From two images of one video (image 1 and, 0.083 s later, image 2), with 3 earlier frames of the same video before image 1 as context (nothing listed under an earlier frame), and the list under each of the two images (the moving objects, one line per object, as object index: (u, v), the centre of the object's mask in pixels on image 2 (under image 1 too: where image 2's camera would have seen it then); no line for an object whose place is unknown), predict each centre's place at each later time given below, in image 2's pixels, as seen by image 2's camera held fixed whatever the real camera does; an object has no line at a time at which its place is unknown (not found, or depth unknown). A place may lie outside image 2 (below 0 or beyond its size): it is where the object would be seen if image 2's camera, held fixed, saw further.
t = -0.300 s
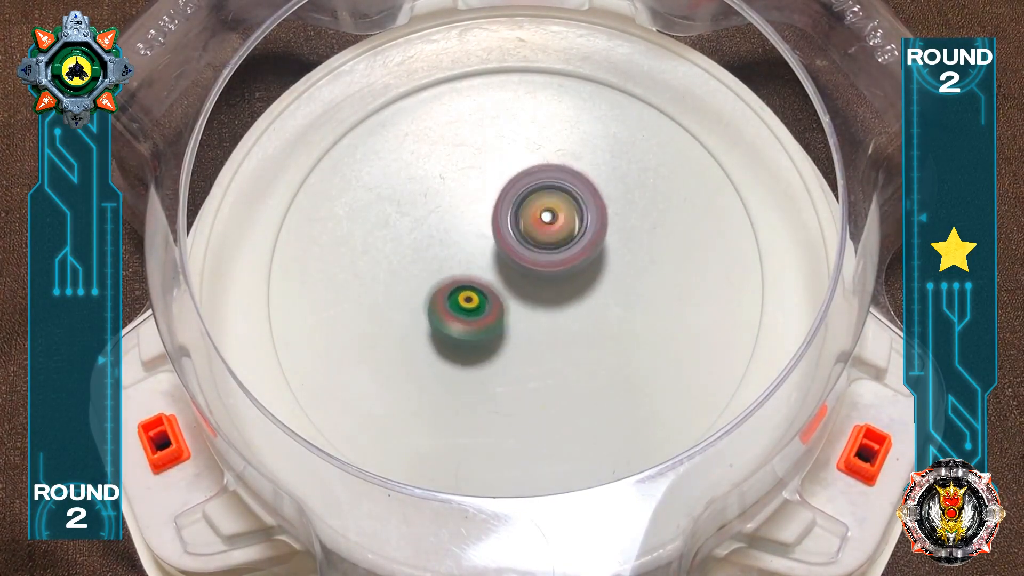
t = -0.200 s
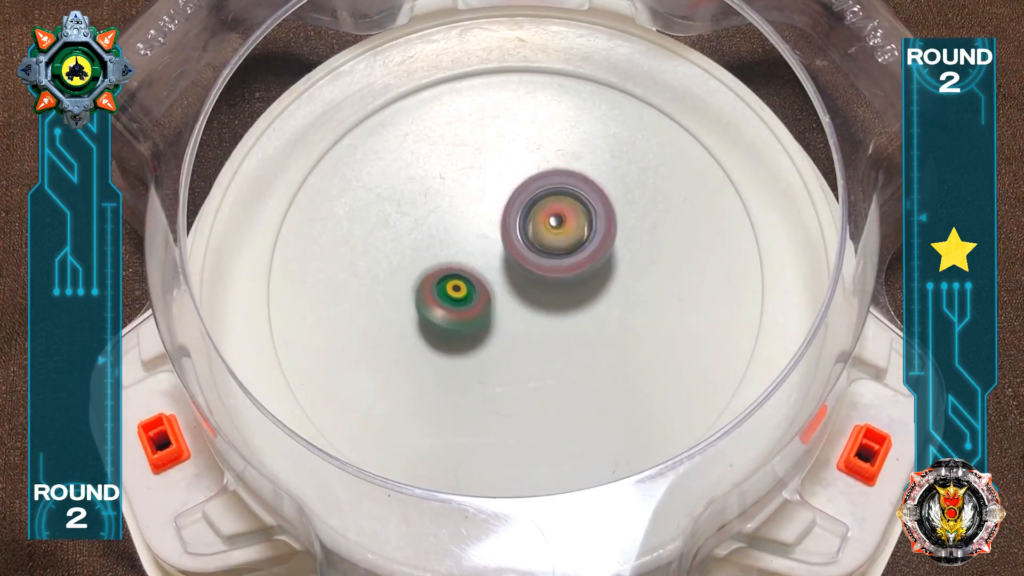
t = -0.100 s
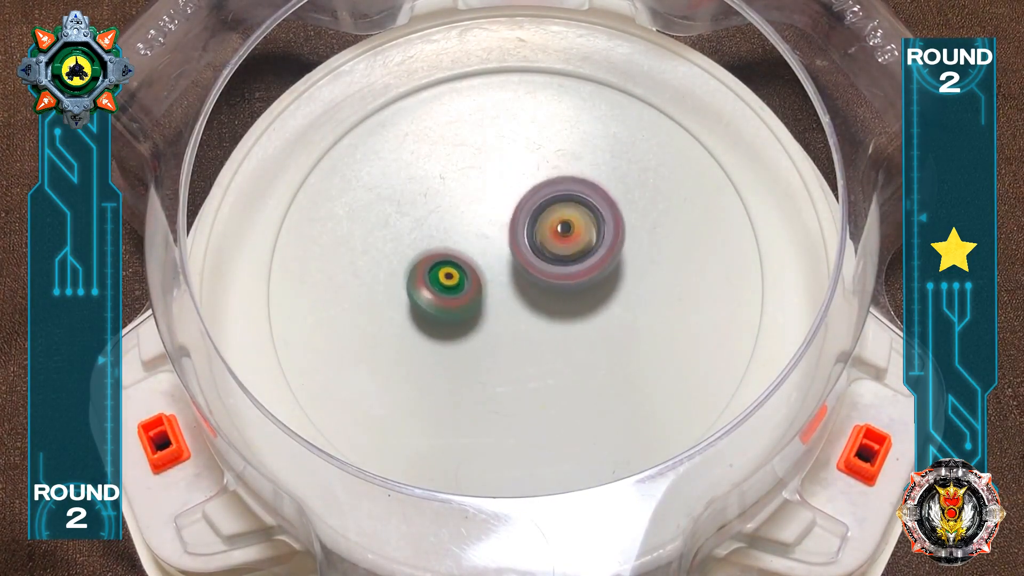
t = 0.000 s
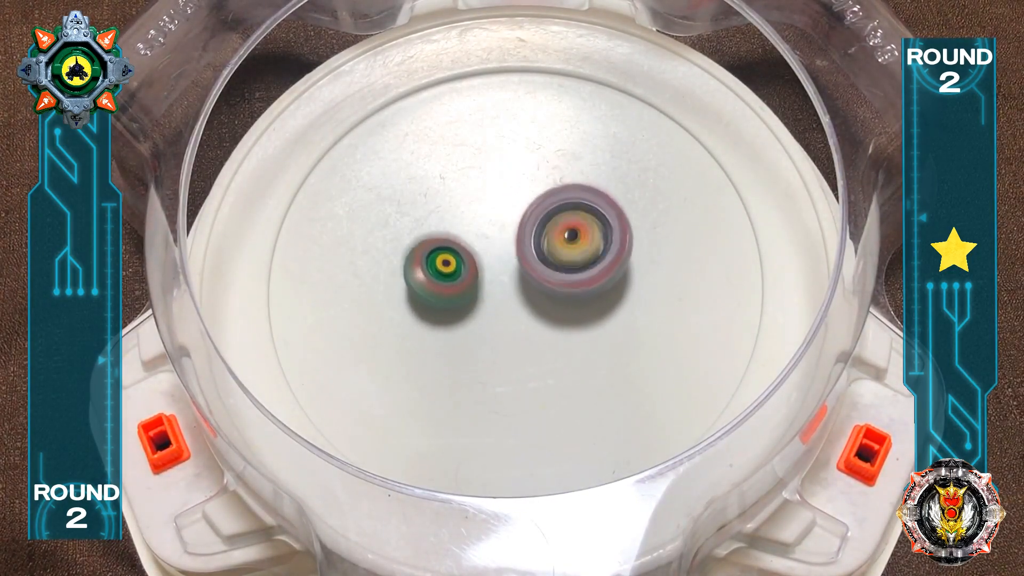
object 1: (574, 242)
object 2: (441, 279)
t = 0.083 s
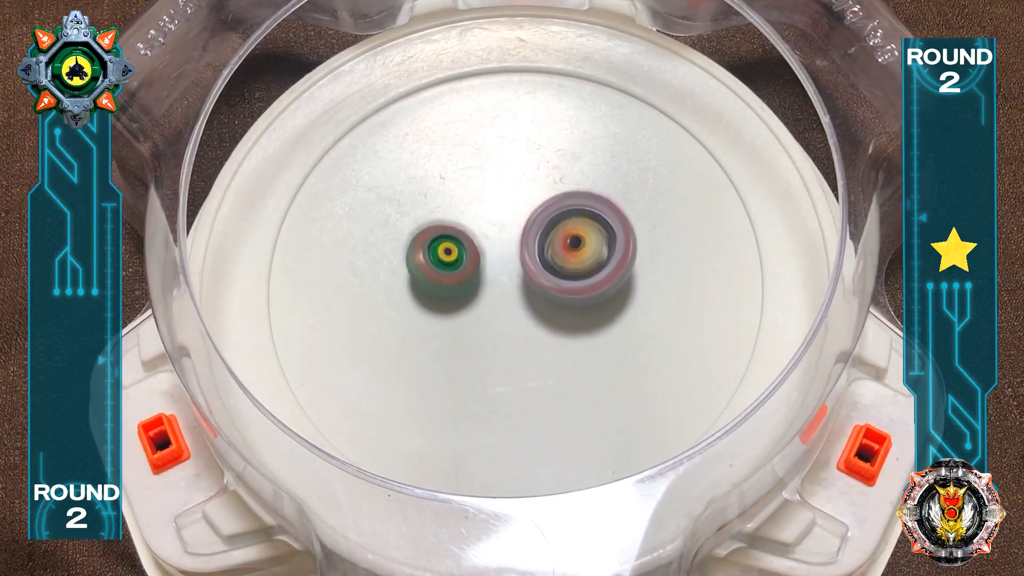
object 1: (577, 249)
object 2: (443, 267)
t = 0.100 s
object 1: (578, 251)
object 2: (444, 265)
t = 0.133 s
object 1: (580, 253)
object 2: (446, 260)
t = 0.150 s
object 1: (580, 255)
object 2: (448, 258)
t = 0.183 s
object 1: (581, 258)
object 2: (451, 254)
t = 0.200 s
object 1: (582, 259)
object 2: (453, 253)
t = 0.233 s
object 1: (582, 262)
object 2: (457, 249)
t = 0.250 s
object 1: (583, 263)
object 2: (460, 248)
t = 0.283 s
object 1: (582, 266)
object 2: (465, 245)
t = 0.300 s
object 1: (583, 268)
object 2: (468, 244)
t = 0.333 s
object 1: (583, 270)
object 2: (473, 241)
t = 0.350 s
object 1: (582, 272)
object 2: (476, 241)
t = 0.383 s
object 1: (582, 275)
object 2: (483, 239)
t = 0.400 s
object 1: (581, 276)
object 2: (485, 239)
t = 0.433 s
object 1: (580, 279)
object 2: (492, 237)
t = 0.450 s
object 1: (579, 280)
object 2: (495, 236)
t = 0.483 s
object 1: (578, 284)
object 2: (501, 235)
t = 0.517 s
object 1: (576, 286)
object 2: (506, 234)
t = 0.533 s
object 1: (574, 287)
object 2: (509, 233)
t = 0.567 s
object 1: (572, 290)
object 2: (515, 232)
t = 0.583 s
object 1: (572, 292)
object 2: (517, 230)
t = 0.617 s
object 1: (571, 299)
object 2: (521, 224)
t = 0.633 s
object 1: (571, 301)
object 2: (523, 223)
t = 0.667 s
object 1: (570, 305)
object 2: (529, 222)
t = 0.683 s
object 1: (570, 307)
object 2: (531, 222)
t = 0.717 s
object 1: (568, 310)
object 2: (537, 223)
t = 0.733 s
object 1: (567, 312)
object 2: (540, 224)
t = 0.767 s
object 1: (566, 314)
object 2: (545, 225)
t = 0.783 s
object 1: (564, 315)
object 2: (548, 226)
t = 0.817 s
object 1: (563, 318)
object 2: (553, 229)
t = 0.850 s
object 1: (560, 321)
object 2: (558, 231)
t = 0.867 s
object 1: (559, 322)
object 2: (560, 233)
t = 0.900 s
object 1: (555, 323)
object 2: (564, 236)
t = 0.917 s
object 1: (554, 325)
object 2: (567, 238)
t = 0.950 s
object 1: (551, 326)
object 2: (571, 241)
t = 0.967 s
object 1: (549, 326)
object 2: (572, 243)
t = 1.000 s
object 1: (546, 327)
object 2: (576, 248)
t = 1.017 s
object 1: (544, 328)
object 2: (577, 251)
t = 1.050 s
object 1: (541, 328)
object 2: (580, 256)
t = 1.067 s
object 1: (538, 328)
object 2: (581, 258)
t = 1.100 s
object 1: (531, 330)
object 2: (585, 264)
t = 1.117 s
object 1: (528, 330)
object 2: (587, 266)
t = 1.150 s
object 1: (522, 331)
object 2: (588, 273)
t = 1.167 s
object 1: (520, 331)
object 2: (588, 275)
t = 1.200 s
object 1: (515, 331)
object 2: (586, 282)
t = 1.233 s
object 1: (509, 332)
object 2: (586, 287)
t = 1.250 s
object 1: (505, 332)
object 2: (585, 290)
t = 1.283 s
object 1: (500, 332)
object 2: (583, 296)
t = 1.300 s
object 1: (496, 331)
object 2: (581, 299)
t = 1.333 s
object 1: (489, 331)
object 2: (578, 305)
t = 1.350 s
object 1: (485, 331)
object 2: (576, 307)
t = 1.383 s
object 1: (477, 331)
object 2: (572, 313)
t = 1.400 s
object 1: (474, 331)
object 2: (570, 315)
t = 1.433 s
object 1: (468, 330)
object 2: (564, 318)
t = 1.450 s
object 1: (466, 329)
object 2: (562, 320)
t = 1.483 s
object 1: (459, 327)
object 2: (557, 324)
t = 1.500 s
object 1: (456, 327)
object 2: (557, 326)
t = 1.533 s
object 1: (450, 325)
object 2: (551, 327)
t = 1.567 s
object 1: (444, 321)
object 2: (549, 330)
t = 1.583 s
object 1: (440, 319)
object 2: (547, 332)
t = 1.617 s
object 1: (436, 316)
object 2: (544, 331)
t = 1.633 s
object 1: (434, 314)
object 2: (541, 331)
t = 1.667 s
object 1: (429, 311)
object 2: (538, 332)
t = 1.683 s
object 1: (422, 306)
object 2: (547, 334)
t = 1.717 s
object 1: (410, 296)
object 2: (563, 336)
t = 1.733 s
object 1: (406, 293)
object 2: (571, 338)
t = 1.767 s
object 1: (399, 286)
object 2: (581, 337)
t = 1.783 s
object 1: (396, 283)
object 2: (584, 334)
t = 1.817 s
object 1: (392, 278)
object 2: (585, 330)
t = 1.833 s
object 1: (390, 277)
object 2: (583, 328)
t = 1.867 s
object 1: (386, 273)
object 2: (579, 322)
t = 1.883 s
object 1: (384, 271)
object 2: (576, 318)
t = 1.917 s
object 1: (381, 268)
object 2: (572, 311)
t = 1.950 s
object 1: (380, 265)
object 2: (569, 303)
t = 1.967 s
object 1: (379, 263)
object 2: (567, 300)
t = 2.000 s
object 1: (378, 260)
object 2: (564, 291)
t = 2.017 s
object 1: (377, 258)
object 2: (563, 288)
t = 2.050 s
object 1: (377, 255)
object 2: (561, 280)
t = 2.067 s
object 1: (376, 253)
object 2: (560, 276)
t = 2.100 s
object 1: (378, 250)
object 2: (559, 269)
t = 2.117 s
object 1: (378, 247)
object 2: (558, 265)
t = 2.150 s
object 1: (380, 244)
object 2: (558, 258)
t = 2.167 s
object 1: (380, 241)
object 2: (558, 254)
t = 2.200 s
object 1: (383, 238)
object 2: (558, 248)
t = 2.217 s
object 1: (384, 236)
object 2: (558, 244)
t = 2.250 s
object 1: (387, 232)
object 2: (559, 238)
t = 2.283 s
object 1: (390, 228)
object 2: (559, 232)
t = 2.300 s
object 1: (393, 225)
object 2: (561, 229)
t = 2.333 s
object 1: (397, 222)
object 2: (562, 225)
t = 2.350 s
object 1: (400, 220)
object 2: (563, 222)
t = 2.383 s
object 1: (405, 216)
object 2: (565, 218)
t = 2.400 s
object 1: (409, 215)
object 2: (565, 217)
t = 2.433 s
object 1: (416, 217)
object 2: (568, 213)
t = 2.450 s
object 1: (418, 210)
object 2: (569, 212)
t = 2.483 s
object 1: (425, 209)
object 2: (572, 210)
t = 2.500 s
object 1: (429, 207)
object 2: (574, 209)
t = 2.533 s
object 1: (435, 206)
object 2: (576, 207)
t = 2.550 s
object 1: (440, 205)
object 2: (578, 206)
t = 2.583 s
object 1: (447, 205)
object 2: (581, 206)
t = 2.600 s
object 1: (451, 204)
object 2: (583, 206)
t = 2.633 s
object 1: (459, 204)
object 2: (586, 207)
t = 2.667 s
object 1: (466, 204)
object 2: (589, 208)
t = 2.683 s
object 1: (470, 203)
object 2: (590, 210)
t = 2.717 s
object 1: (477, 204)
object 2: (592, 212)
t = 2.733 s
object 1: (482, 205)
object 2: (594, 214)
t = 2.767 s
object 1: (489, 206)
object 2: (595, 217)
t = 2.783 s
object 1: (493, 206)
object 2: (596, 219)
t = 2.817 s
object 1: (500, 207)
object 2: (597, 223)
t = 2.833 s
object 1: (504, 207)
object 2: (597, 226)
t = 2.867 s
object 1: (506, 205)
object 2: (608, 234)
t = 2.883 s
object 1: (503, 206)
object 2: (618, 239)
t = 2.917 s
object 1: (501, 207)
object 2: (633, 250)
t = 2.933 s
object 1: (500, 209)
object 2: (639, 256)
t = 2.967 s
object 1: (503, 211)
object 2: (643, 267)
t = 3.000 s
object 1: (509, 215)
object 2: (642, 273)
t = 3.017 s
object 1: (511, 217)
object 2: (640, 276)
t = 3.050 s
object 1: (517, 220)
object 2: (636, 280)
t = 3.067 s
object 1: (520, 222)
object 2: (634, 281)
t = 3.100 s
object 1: (526, 226)
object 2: (630, 285)
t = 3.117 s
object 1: (529, 229)
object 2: (627, 287)
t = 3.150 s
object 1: (535, 231)
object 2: (622, 289)
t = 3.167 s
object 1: (538, 235)
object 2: (619, 291)
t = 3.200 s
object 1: (535, 229)
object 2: (626, 304)
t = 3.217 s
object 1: (533, 227)
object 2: (632, 313)
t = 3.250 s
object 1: (529, 226)
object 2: (639, 328)
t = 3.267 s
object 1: (528, 222)
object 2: (641, 333)
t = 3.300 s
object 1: (529, 226)
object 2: (639, 342)
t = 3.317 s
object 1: (530, 227)
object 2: (636, 344)
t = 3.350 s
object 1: (533, 234)
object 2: (629, 342)
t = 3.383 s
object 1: (535, 240)
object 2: (623, 342)
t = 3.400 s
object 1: (536, 244)
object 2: (619, 342)
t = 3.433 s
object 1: (537, 249)
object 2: (613, 340)
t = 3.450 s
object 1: (538, 253)
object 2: (610, 339)
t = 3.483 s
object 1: (540, 259)
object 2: (604, 337)
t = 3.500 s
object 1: (539, 258)
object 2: (604, 343)
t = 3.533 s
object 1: (532, 245)
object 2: (610, 376)
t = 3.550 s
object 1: (529, 240)
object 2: (611, 390)
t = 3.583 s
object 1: (525, 235)
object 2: (612, 417)
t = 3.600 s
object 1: (523, 235)
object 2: (612, 425)
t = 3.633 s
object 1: (521, 235)
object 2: (608, 436)
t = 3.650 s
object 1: (520, 236)
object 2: (605, 439)
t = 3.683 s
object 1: (517, 240)
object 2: (600, 439)
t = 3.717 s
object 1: (514, 243)
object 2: (596, 433)
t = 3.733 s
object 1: (513, 245)
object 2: (595, 429)
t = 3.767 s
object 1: (510, 247)
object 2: (594, 421)
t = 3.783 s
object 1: (509, 249)
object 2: (593, 417)
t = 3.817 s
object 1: (507, 253)
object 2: (594, 409)
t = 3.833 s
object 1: (505, 254)
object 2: (594, 405)
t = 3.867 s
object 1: (504, 257)
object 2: (595, 398)
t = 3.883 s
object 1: (503, 259)
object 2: (596, 394)
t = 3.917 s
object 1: (501, 262)
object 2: (598, 387)
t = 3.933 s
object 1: (501, 264)
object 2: (599, 383)
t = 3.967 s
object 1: (500, 268)
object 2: (601, 376)
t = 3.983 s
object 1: (500, 269)
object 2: (603, 372)
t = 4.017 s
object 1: (499, 273)
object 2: (606, 364)
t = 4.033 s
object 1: (498, 273)
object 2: (607, 360)
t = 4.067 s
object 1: (498, 277)
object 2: (611, 353)
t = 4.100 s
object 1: (497, 279)
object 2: (615, 345)
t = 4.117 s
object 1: (497, 279)
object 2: (618, 342)
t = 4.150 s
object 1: (497, 282)
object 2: (622, 336)
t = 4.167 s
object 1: (496, 283)
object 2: (624, 333)
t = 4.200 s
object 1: (496, 285)
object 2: (628, 328)
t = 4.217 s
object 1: (496, 286)
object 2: (630, 326)
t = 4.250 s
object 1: (496, 288)
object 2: (634, 322)
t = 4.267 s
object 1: (496, 289)
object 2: (636, 321)
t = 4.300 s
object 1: (496, 291)
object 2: (640, 319)
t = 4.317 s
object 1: (496, 291)
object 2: (642, 317)
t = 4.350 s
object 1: (496, 292)
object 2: (645, 316)
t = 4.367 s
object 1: (496, 292)
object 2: (646, 315)
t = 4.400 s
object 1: (497, 293)
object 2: (649, 314)
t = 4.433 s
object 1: (497, 294)
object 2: (651, 313)
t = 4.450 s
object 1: (497, 294)
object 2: (652, 313)
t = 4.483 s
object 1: (498, 294)
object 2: (653, 314)
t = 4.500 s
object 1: (498, 295)
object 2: (654, 314)
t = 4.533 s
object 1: (499, 294)
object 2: (655, 315)
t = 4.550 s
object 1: (500, 294)
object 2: (655, 316)
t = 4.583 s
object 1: (501, 294)
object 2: (654, 317)
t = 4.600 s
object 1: (502, 293)
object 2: (653, 318)
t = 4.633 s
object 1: (504, 292)
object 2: (651, 319)
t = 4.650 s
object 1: (504, 291)
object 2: (650, 319)
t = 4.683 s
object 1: (505, 290)
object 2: (646, 319)
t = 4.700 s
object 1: (506, 290)
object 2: (645, 319)
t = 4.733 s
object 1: (508, 288)
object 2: (640, 319)
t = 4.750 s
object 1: (509, 287)
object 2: (638, 318)
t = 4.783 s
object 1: (511, 285)
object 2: (633, 316)
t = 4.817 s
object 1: (512, 283)
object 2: (628, 314)
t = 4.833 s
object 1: (513, 281)
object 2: (626, 313)
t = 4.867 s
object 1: (514, 280)
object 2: (622, 310)
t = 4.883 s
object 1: (514, 278)
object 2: (620, 308)
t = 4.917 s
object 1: (514, 276)
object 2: (617, 304)
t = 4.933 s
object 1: (510, 274)
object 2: (624, 303)
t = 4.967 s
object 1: (505, 270)
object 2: (635, 301)
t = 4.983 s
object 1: (504, 269)
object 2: (637, 301)
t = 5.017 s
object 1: (502, 267)
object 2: (637, 298)
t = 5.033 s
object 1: (501, 265)
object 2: (636, 296)
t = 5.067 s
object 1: (500, 264)
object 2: (636, 290)
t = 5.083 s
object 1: (498, 263)
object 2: (636, 288)
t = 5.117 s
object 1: (497, 261)
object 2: (637, 283)
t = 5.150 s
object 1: (496, 259)
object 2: (638, 278)
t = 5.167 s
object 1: (494, 259)
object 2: (638, 276)
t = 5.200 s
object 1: (493, 257)
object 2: (639, 272)
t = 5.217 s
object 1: (493, 257)
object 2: (640, 270)
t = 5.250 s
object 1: (492, 255)
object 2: (641, 266)
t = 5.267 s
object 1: (492, 254)
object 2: (641, 264)
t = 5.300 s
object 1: (492, 253)
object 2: (643, 261)
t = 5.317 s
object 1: (491, 252)
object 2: (643, 260)
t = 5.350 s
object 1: (490, 251)
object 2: (645, 257)
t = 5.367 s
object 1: (491, 251)
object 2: (645, 255)
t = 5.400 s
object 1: (490, 250)
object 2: (646, 253)
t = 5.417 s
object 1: (491, 249)
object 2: (646, 252)
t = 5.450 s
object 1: (491, 248)
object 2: (646, 251)
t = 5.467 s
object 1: (491, 248)
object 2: (645, 250)
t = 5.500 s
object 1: (492, 247)
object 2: (644, 249)
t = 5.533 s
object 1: (493, 246)
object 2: (642, 248)
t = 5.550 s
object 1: (493, 246)
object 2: (641, 247)
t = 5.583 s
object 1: (494, 246)
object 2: (638, 247)
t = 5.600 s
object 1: (495, 246)
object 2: (637, 246)
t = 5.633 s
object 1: (496, 246)
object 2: (633, 246)
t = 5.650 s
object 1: (497, 246)
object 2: (632, 245)
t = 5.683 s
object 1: (499, 246)
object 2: (628, 244)
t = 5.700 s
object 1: (499, 246)
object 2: (626, 244)
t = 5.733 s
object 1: (502, 246)
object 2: (622, 242)
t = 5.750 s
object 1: (503, 247)
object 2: (619, 242)
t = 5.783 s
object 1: (505, 248)
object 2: (615, 240)
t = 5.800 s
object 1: (506, 247)
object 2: (613, 239)
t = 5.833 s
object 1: (509, 248)
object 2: (609, 237)
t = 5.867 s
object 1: (509, 249)
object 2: (607, 234)
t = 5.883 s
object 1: (506, 250)
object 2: (612, 231)
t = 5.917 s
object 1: (503, 251)
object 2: (618, 225)
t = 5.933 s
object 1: (502, 252)
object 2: (619, 224)
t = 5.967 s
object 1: (502, 254)
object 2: (617, 222)
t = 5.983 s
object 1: (502, 256)
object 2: (615, 220)
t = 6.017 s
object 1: (502, 258)
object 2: (612, 217)
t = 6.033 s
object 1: (502, 258)
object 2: (611, 216)
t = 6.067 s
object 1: (502, 261)
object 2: (609, 213)
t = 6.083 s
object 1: (502, 262)
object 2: (608, 211)
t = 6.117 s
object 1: (502, 264)
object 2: (606, 209)
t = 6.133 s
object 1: (503, 266)
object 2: (605, 207)
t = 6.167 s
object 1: (503, 268)
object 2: (603, 205)
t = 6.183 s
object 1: (503, 268)
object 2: (602, 204)
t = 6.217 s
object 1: (504, 270)
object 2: (600, 202)
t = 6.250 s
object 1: (505, 273)
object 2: (598, 201)
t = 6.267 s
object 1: (505, 274)
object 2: (597, 200)
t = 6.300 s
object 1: (505, 276)
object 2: (594, 199)
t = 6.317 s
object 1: (507, 277)
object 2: (593, 199)
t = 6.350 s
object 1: (508, 279)
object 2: (590, 199)
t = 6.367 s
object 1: (508, 280)
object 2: (588, 199)
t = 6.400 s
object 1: (509, 281)
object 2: (585, 199)
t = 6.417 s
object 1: (510, 282)
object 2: (584, 199)
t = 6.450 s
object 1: (511, 284)
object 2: (580, 199)
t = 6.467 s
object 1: (512, 285)
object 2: (578, 200)
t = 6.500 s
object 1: (514, 286)
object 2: (574, 200)
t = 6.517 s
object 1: (514, 286)
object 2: (572, 201)
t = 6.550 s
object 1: (516, 288)
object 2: (569, 201)
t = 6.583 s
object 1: (517, 289)
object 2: (565, 201)
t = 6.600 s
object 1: (518, 289)
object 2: (563, 201)
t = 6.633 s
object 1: (519, 290)
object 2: (558, 200)
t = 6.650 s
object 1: (521, 290)
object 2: (556, 200)
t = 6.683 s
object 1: (522, 291)
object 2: (552, 200)
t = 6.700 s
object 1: (523, 291)
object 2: (549, 199)
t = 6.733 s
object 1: (525, 291)
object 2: (545, 199)
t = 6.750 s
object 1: (526, 292)
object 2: (543, 199)
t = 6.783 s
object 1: (528, 291)
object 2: (538, 198)
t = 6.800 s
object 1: (529, 291)
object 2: (536, 198)
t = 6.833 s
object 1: (530, 291)
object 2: (531, 197)
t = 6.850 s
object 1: (531, 291)
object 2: (529, 197)
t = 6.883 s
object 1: (532, 290)
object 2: (525, 197)
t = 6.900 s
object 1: (533, 290)
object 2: (523, 196)
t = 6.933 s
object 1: (535, 289)
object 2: (519, 196)
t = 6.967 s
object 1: (536, 288)
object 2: (515, 195)
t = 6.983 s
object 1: (536, 286)
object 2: (514, 195)
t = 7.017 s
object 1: (537, 285)
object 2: (511, 194)
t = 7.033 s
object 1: (538, 285)
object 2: (510, 194)
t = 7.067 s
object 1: (538, 283)
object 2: (506, 194)
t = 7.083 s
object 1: (539, 282)
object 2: (505, 193)
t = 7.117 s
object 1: (539, 280)
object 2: (503, 193)
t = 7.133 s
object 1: (539, 279)
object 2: (502, 193)
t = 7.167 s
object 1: (539, 277)
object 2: (500, 193)
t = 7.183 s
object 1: (539, 277)
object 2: (499, 194)
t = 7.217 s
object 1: (539, 275)
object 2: (497, 194)
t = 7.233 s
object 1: (540, 274)
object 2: (496, 195)
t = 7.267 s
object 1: (539, 272)
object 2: (495, 196)
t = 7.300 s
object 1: (539, 270)
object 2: (492, 198)
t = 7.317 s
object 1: (538, 269)
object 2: (492, 198)
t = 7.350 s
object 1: (538, 269)
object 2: (490, 199)
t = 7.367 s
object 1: (539, 271)
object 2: (489, 197)
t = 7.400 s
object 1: (540, 278)
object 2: (487, 192)
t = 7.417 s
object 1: (540, 281)
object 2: (486, 191)
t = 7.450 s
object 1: (541, 283)
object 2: (485, 192)
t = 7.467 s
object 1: (542, 284)
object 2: (485, 193)
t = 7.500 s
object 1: (543, 286)
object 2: (484, 197)
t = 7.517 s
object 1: (542, 286)
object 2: (483, 198)
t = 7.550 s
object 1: (543, 288)
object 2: (480, 201)
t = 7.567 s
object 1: (544, 289)
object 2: (479, 203)
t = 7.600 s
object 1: (545, 290)
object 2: (477, 205)
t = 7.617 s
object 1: (545, 290)
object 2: (476, 206)
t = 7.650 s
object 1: (545, 291)
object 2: (474, 209)
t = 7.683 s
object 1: (545, 292)
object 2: (472, 212)
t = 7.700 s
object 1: (545, 293)
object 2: (470, 213)
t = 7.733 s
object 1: (545, 293)
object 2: (468, 216)
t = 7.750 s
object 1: (545, 293)
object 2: (467, 217)
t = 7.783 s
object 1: (545, 294)
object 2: (464, 219)
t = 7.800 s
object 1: (544, 294)
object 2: (463, 221)
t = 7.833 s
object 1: (543, 294)
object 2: (460, 223)
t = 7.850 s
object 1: (543, 294)
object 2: (459, 224)
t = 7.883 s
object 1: (543, 294)
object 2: (456, 226)
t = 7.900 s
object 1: (542, 293)
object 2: (455, 227)
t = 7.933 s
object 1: (540, 293)
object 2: (452, 229)
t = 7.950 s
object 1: (540, 293)
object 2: (450, 230)
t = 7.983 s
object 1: (539, 292)
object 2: (448, 231)
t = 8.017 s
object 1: (537, 291)
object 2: (445, 232)
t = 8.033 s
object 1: (536, 290)
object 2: (444, 233)
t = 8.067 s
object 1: (534, 289)
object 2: (442, 234)
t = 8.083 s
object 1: (534, 288)
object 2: (441, 235)
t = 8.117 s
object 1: (533, 287)
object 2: (439, 237)
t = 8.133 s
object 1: (532, 286)
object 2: (438, 237)
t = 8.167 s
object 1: (530, 285)
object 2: (436, 238)
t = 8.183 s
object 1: (529, 285)
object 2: (436, 239)
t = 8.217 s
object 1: (527, 283)
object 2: (435, 241)
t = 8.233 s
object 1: (527, 281)
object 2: (435, 242)
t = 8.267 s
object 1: (526, 280)
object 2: (434, 244)
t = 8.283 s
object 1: (524, 280)
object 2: (434, 246)
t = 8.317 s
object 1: (523, 278)
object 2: (433, 247)
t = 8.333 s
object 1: (523, 277)
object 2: (433, 249)
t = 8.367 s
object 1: (522, 278)
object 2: (431, 248)
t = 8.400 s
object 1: (526, 280)
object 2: (428, 248)
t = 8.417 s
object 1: (526, 280)
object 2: (428, 249)
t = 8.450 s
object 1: (528, 279)
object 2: (429, 251)
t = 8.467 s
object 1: (528, 280)
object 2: (430, 253)
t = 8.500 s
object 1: (529, 279)
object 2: (430, 257)
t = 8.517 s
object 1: (530, 278)
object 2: (430, 258)
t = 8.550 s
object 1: (531, 278)
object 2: (429, 261)
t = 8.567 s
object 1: (531, 278)
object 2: (429, 262)
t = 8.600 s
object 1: (532, 277)
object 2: (429, 265)
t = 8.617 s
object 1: (533, 276)
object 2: (429, 266)
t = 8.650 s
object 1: (534, 275)
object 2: (429, 269)
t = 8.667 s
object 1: (534, 275)
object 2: (428, 271)
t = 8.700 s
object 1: (535, 274)
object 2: (428, 274)
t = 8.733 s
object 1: (536, 273)
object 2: (427, 276)
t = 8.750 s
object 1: (536, 271)
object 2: (427, 278)
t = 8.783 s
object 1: (537, 270)
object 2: (427, 281)
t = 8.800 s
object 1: (537, 270)
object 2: (426, 282)
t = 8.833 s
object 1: (538, 269)
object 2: (425, 284)
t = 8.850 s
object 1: (538, 268)
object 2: (425, 285)
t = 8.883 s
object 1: (539, 266)
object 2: (424, 288)
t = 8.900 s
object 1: (539, 266)
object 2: (423, 288)
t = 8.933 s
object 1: (539, 265)
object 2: (423, 290)
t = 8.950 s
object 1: (540, 264)
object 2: (422, 291)
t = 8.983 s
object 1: (540, 263)
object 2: (422, 292)
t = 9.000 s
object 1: (539, 262)
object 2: (422, 293)
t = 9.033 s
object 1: (539, 261)
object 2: (422, 295)
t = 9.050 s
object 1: (540, 260)
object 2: (422, 296)
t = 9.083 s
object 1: (539, 259)
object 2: (423, 297)
